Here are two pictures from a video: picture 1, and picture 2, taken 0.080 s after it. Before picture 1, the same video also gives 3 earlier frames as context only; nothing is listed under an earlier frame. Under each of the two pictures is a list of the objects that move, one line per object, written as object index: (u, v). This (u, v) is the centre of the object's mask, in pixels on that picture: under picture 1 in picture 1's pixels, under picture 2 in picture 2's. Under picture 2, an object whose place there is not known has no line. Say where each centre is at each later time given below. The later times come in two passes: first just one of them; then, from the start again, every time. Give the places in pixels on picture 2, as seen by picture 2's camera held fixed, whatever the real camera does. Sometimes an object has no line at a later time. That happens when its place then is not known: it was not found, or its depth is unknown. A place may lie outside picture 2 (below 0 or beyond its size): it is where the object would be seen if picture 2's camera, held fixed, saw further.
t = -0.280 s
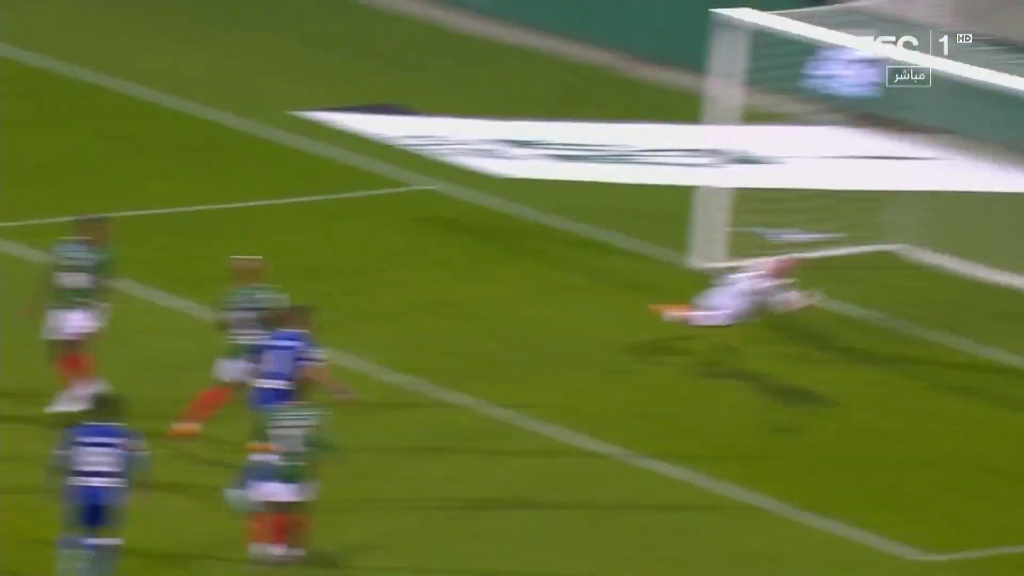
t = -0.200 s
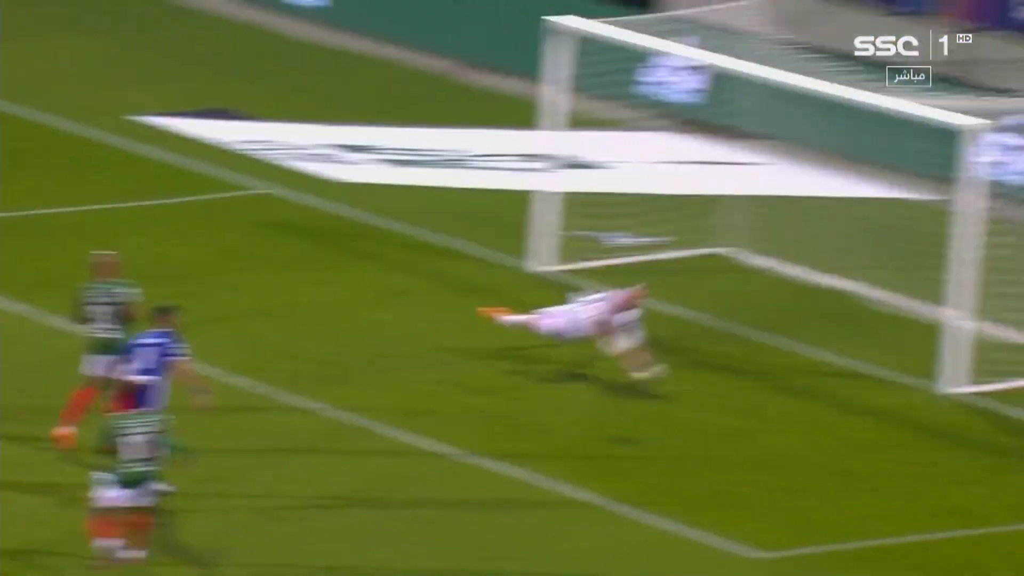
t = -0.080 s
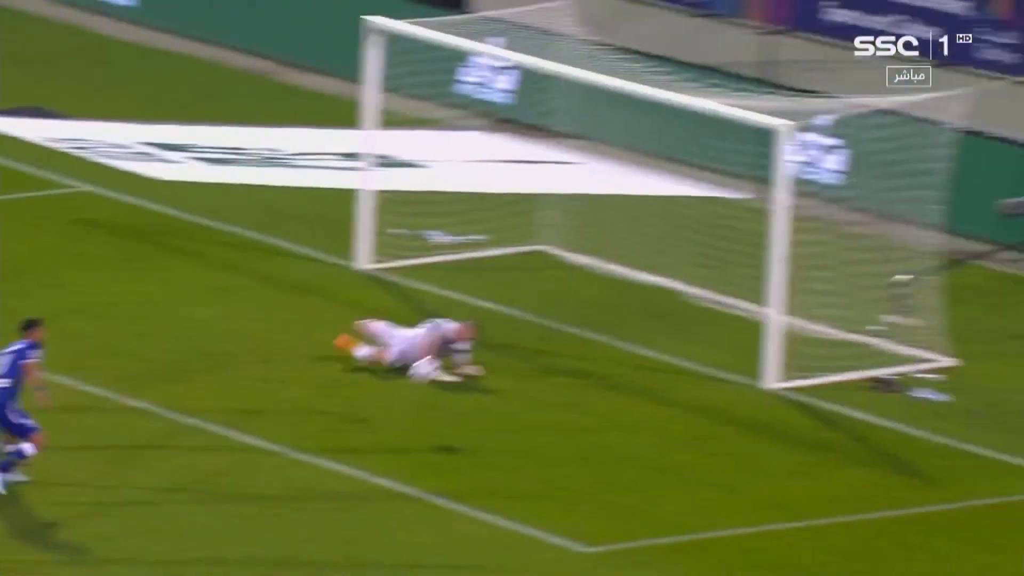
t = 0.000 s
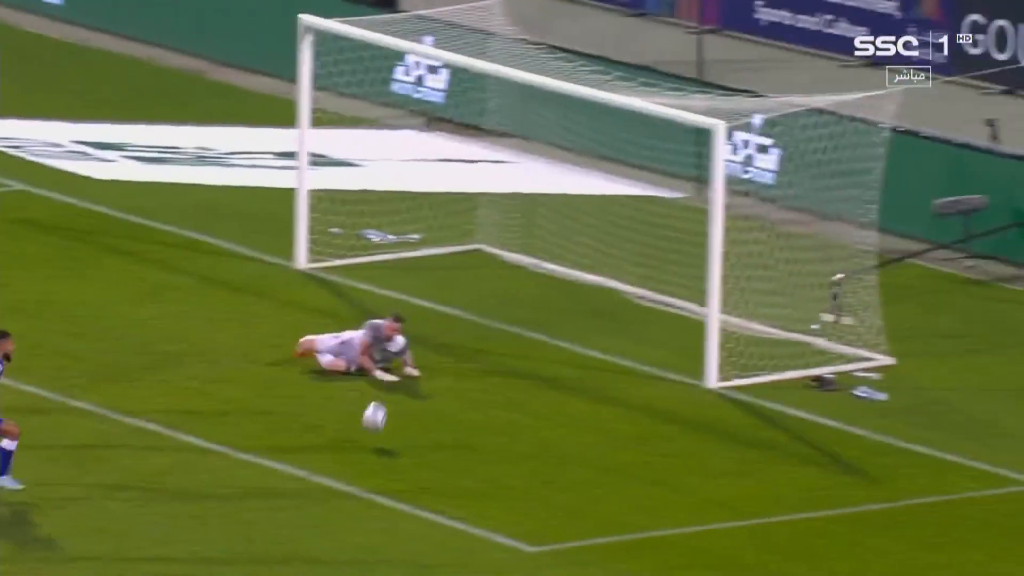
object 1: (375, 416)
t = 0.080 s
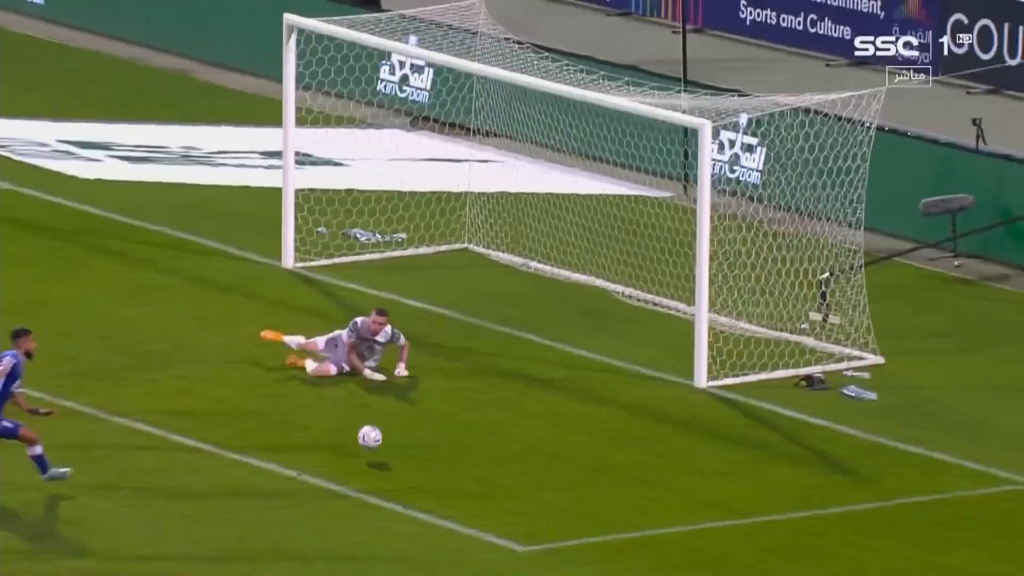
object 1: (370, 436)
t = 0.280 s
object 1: (379, 431)
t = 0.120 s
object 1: (371, 433)
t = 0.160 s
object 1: (373, 430)
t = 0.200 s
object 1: (375, 429)
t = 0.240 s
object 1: (377, 429)
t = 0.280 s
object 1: (379, 431)
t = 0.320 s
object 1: (381, 435)
